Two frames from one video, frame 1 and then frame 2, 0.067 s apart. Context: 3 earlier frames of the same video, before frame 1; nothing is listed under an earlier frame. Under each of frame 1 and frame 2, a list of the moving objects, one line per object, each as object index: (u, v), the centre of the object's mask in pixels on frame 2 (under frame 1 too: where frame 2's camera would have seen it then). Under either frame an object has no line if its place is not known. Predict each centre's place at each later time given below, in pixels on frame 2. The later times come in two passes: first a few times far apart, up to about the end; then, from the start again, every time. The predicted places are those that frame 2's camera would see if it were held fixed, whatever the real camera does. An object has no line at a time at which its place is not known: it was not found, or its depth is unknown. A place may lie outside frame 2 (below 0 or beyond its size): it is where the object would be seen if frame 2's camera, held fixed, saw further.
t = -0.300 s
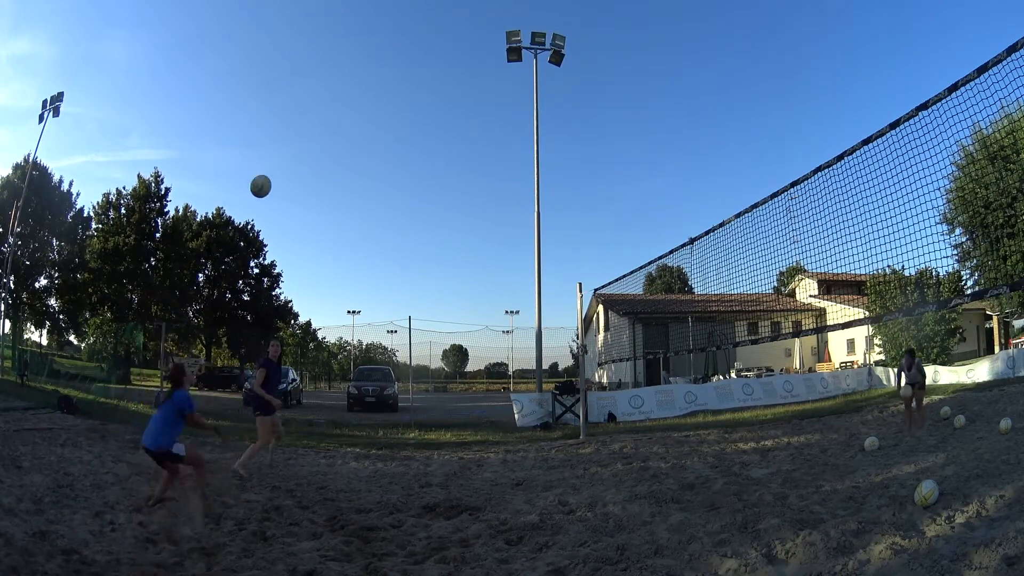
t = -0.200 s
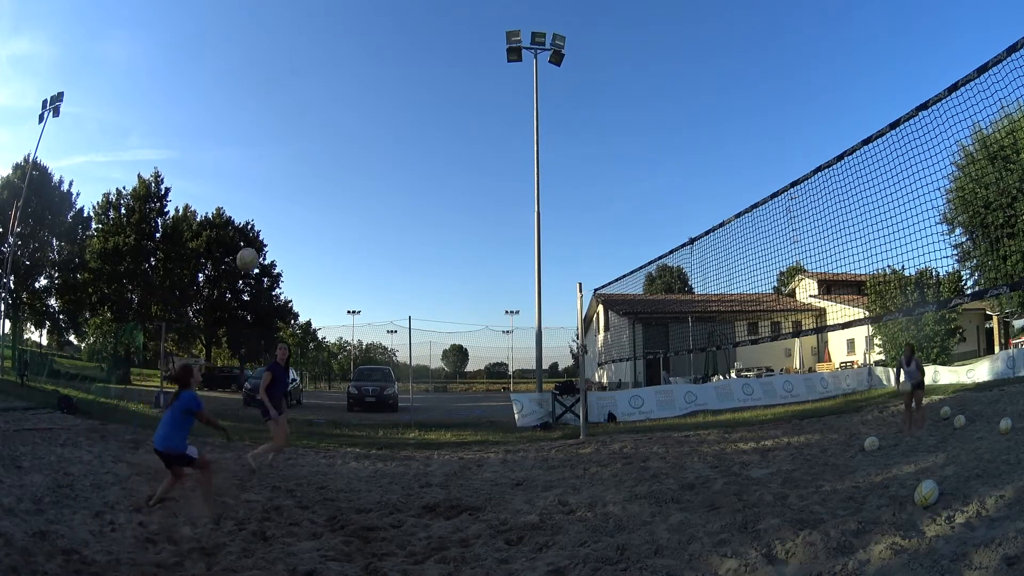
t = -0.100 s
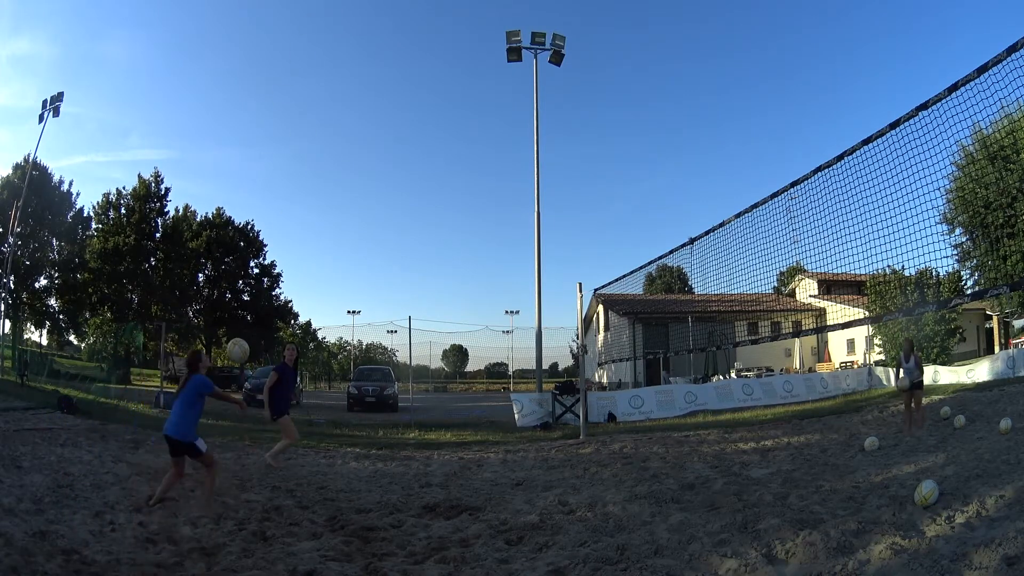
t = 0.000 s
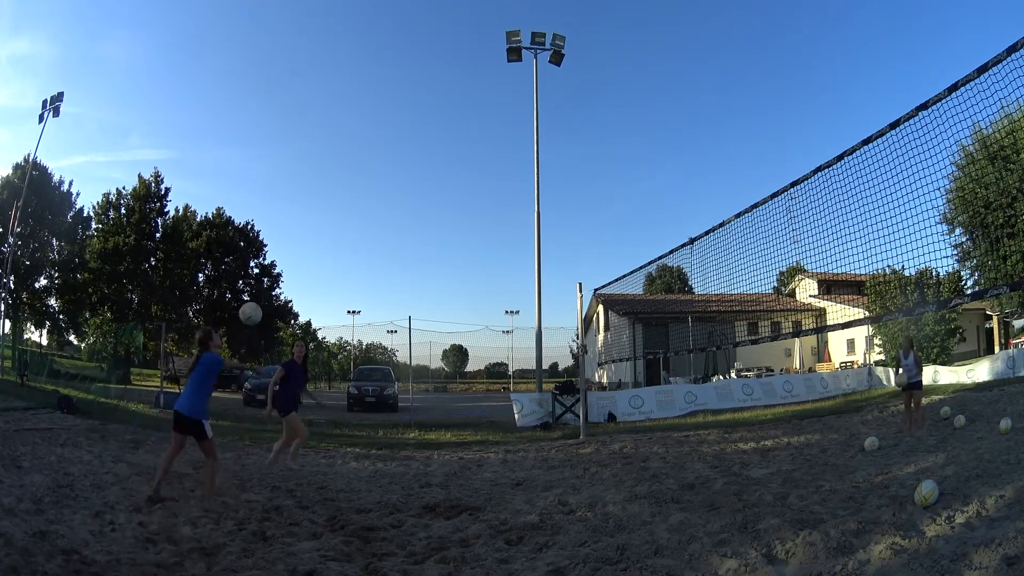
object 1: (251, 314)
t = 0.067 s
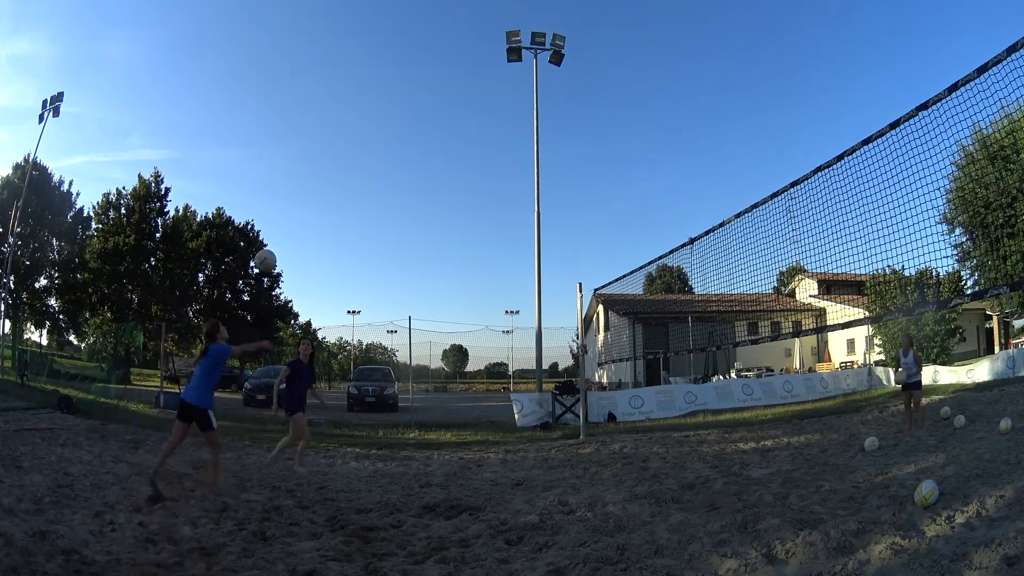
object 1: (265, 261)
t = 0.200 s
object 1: (294, 178)
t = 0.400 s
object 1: (329, 105)
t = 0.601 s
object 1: (354, 73)
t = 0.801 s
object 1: (370, 71)
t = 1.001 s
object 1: (380, 92)
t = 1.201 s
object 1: (386, 139)
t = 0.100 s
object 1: (273, 237)
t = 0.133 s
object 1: (280, 216)
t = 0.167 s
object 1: (287, 196)
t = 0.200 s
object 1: (294, 178)
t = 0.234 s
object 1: (300, 163)
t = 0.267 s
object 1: (307, 148)
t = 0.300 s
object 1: (313, 136)
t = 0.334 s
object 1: (318, 124)
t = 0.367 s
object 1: (324, 114)
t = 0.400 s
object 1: (329, 105)
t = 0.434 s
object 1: (334, 98)
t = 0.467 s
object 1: (338, 91)
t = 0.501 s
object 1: (343, 85)
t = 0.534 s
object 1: (347, 80)
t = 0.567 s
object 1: (350, 76)
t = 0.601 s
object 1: (354, 73)
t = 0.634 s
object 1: (357, 71)
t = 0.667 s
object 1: (360, 69)
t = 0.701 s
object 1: (363, 69)
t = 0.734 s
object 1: (366, 69)
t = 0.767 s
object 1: (368, 69)
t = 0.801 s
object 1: (370, 71)
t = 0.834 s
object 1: (372, 73)
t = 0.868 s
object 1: (374, 75)
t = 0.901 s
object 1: (376, 78)
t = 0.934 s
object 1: (377, 82)
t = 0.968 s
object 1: (379, 87)
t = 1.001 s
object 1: (380, 92)
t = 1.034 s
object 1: (381, 98)
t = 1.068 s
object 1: (383, 104)
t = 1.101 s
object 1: (384, 112)
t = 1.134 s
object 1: (384, 120)
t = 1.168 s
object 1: (385, 129)
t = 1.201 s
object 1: (386, 139)
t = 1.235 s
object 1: (387, 150)
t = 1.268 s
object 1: (387, 161)
